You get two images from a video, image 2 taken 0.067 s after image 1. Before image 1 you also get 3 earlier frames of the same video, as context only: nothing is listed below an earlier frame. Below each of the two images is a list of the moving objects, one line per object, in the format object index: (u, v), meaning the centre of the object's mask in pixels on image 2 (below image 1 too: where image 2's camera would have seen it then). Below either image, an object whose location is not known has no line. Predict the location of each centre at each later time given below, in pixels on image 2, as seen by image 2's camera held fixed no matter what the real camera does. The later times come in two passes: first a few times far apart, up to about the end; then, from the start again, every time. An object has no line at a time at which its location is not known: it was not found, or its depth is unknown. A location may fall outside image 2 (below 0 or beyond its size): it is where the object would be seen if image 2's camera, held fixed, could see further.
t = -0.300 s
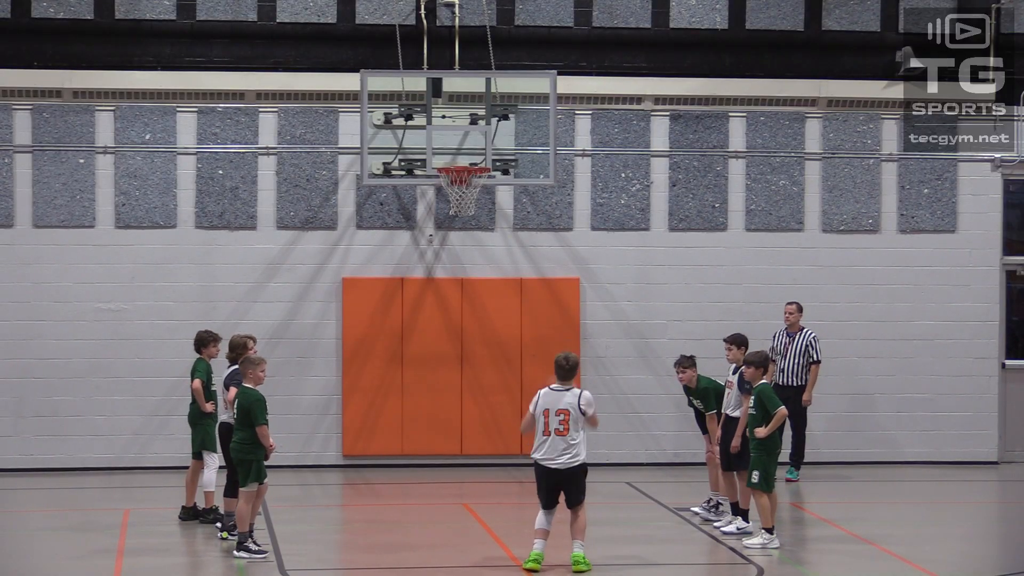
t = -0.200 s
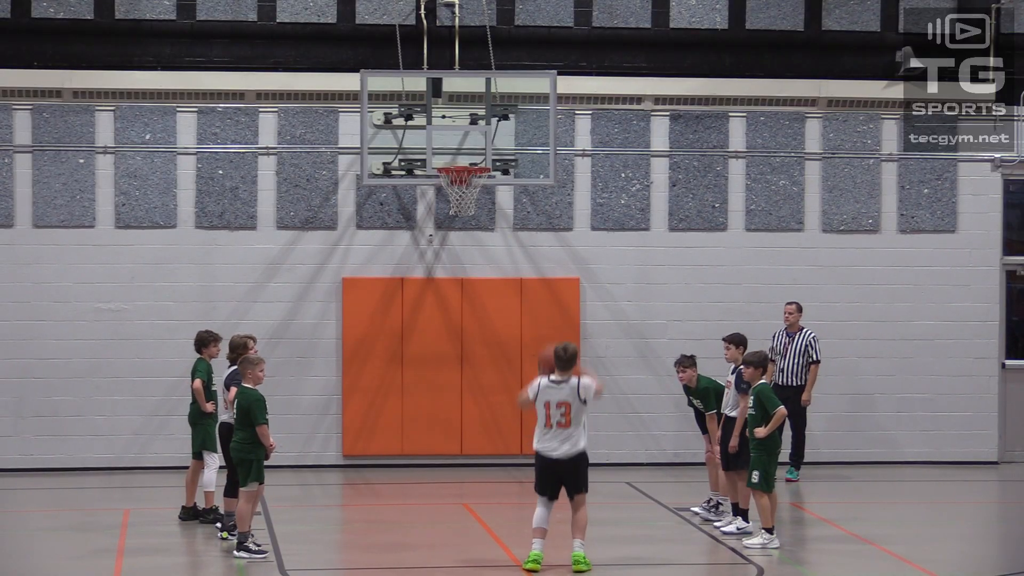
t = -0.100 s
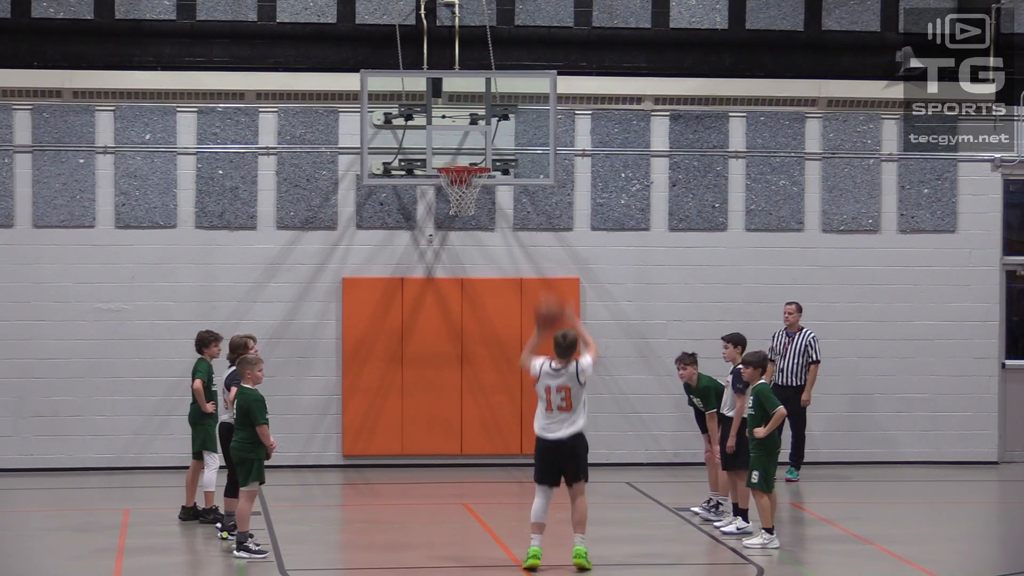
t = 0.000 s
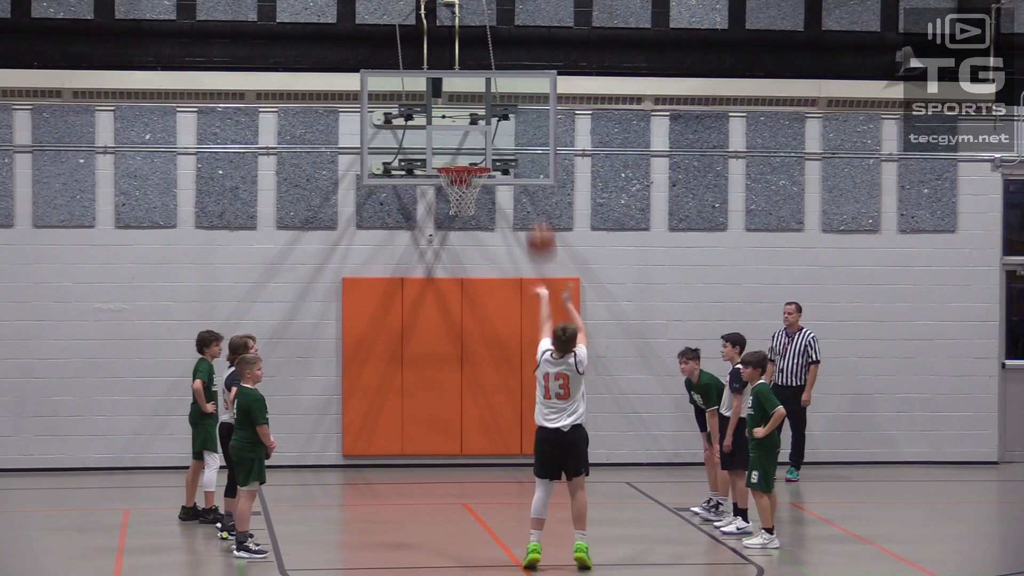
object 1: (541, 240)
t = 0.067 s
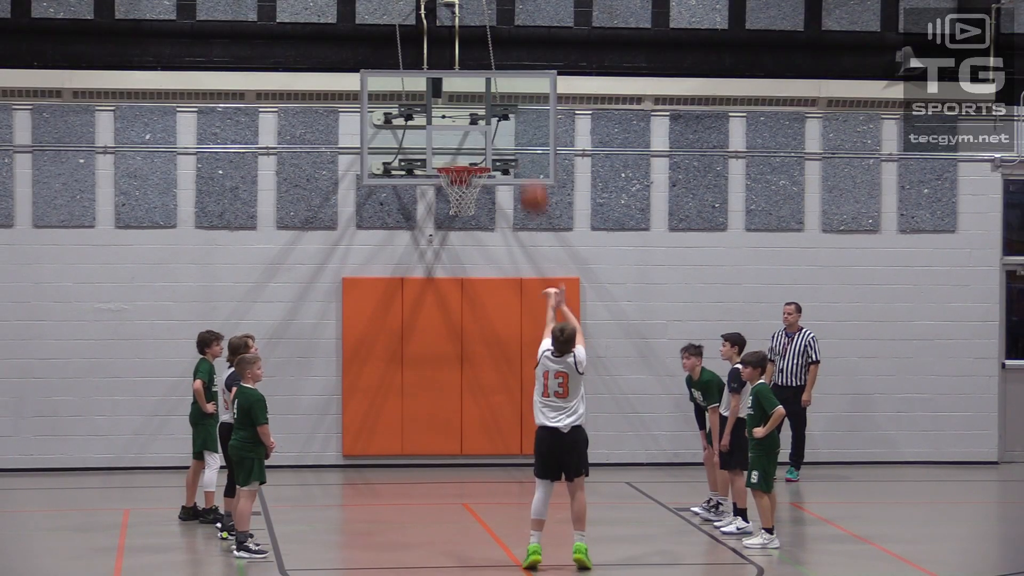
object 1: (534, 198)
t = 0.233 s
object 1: (517, 116)
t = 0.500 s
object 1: (493, 64)
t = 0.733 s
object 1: (473, 84)
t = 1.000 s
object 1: (459, 163)
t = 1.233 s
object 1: (472, 191)
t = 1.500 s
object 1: (431, 256)
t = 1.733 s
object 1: (396, 374)
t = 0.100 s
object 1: (530, 177)
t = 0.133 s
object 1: (527, 161)
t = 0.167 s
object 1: (523, 143)
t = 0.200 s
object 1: (521, 129)
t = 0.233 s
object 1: (517, 116)
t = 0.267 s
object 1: (514, 105)
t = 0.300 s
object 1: (511, 96)
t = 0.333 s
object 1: (508, 88)
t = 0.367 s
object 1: (505, 79)
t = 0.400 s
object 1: (501, 73)
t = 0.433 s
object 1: (498, 69)
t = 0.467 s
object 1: (495, 66)
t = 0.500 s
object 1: (493, 64)
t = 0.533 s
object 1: (490, 63)
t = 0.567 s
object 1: (487, 64)
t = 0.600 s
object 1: (484, 65)
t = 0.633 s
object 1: (481, 68)
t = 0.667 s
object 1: (479, 72)
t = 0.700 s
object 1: (475, 77)
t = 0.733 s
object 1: (473, 84)
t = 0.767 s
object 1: (470, 92)
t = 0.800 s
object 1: (467, 100)
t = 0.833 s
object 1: (465, 110)
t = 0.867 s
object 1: (462, 122)
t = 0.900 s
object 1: (459, 133)
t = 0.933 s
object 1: (457, 145)
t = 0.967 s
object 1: (455, 158)
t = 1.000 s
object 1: (459, 163)
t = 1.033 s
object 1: (468, 177)
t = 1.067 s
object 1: (480, 184)
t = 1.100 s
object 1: (485, 183)
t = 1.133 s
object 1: (484, 182)
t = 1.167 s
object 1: (482, 185)
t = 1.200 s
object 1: (477, 188)
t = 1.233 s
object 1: (472, 191)
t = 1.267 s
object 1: (466, 195)
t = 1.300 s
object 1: (461, 200)
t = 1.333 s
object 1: (455, 208)
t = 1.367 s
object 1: (450, 216)
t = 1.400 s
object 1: (446, 223)
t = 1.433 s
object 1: (441, 231)
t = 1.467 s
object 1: (437, 243)
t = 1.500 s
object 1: (431, 256)
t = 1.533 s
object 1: (426, 268)
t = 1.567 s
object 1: (421, 283)
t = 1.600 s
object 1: (416, 300)
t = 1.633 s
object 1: (412, 318)
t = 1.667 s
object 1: (406, 334)
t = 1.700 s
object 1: (401, 354)
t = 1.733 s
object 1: (396, 374)
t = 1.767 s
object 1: (391, 395)
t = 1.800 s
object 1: (387, 416)
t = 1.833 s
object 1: (382, 438)
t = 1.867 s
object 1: (377, 468)
